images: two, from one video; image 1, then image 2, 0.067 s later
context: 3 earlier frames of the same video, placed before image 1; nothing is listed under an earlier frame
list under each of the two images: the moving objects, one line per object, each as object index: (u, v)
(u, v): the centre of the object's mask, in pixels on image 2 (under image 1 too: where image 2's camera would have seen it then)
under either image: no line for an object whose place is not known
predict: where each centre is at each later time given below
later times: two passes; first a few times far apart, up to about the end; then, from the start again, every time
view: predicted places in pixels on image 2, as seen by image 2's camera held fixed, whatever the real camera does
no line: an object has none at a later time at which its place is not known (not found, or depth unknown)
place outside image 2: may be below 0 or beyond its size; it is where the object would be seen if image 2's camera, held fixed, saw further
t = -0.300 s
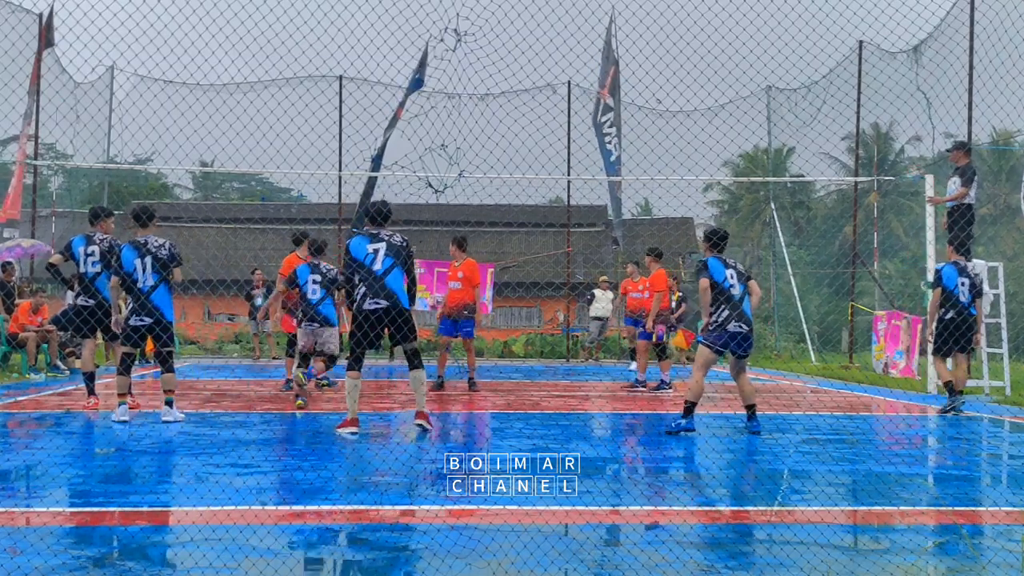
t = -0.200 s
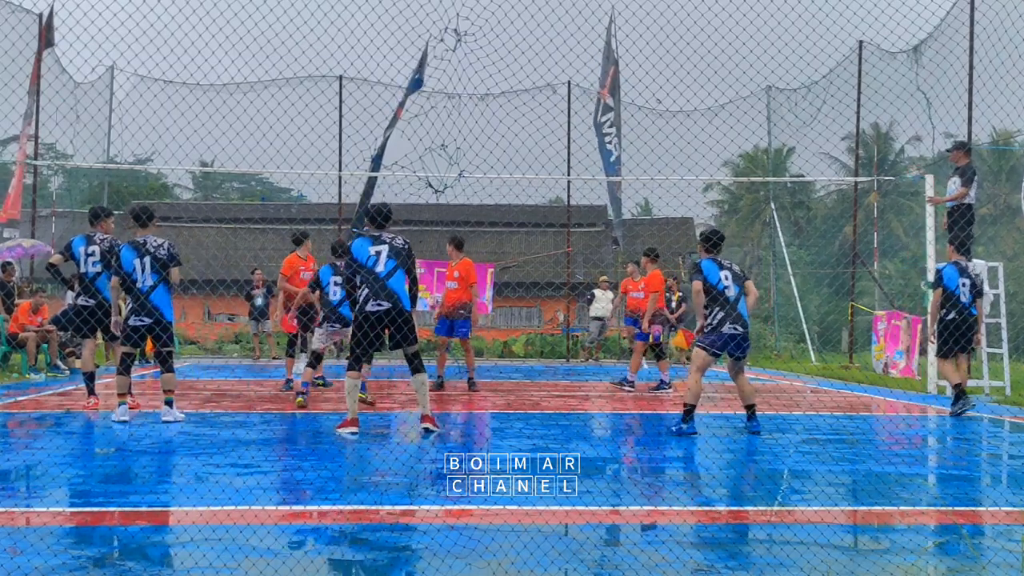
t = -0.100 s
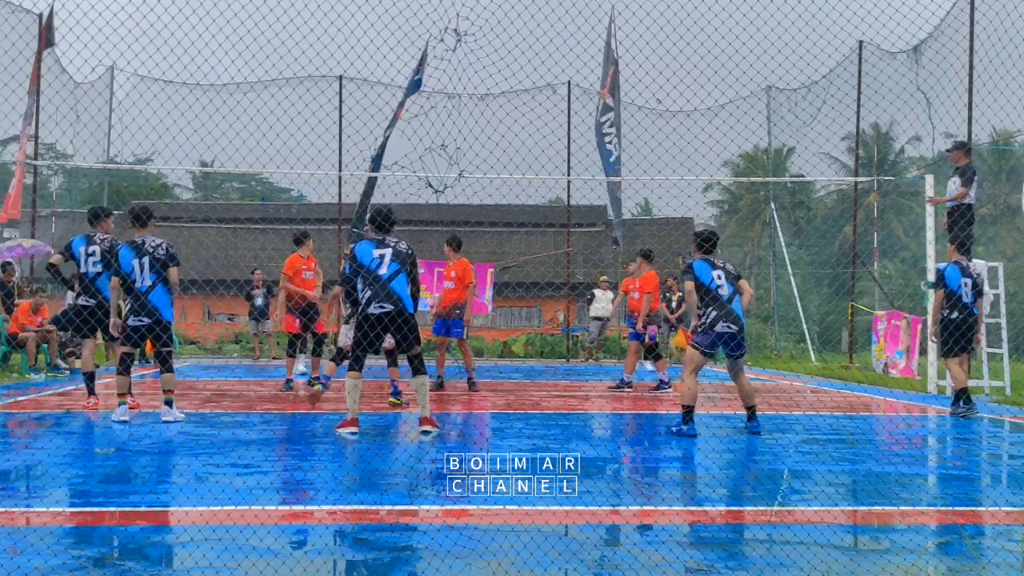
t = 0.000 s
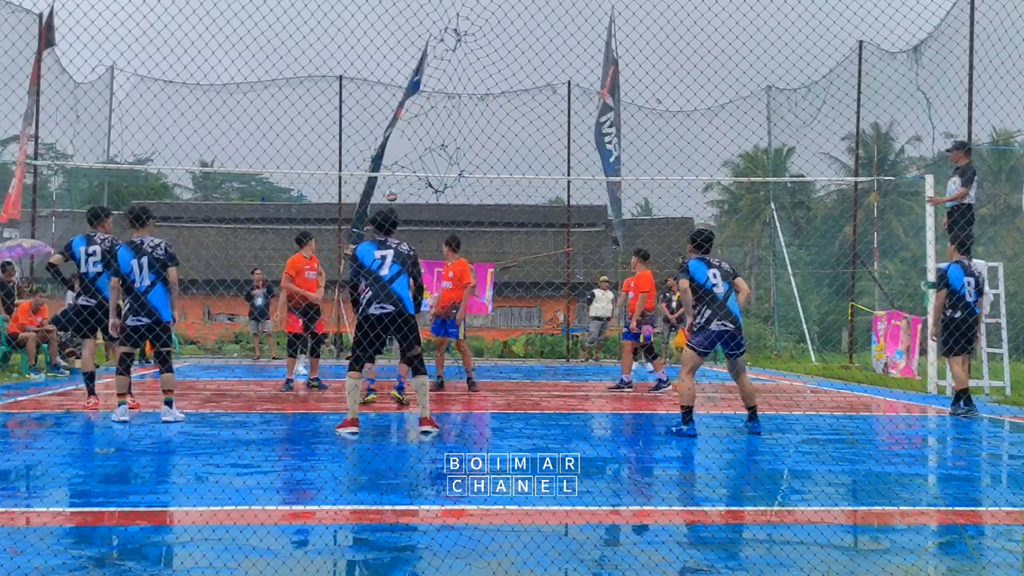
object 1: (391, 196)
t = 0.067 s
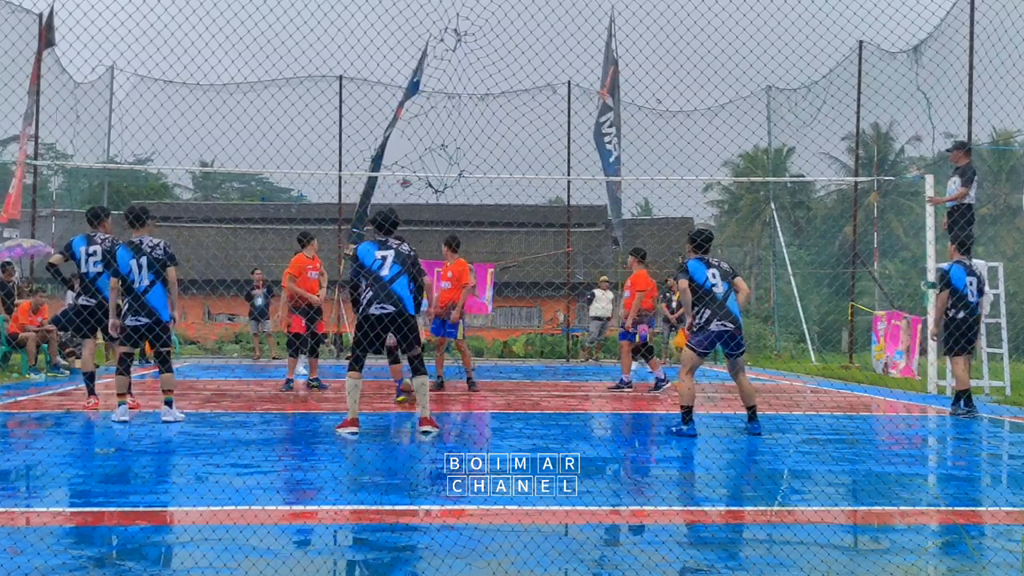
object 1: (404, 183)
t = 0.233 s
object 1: (441, 155)
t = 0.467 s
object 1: (496, 148)
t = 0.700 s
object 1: (566, 189)
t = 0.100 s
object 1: (412, 175)
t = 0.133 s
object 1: (419, 168)
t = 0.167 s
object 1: (427, 163)
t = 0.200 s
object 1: (433, 159)
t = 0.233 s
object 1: (441, 155)
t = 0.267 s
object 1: (450, 152)
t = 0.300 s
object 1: (456, 149)
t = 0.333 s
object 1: (465, 148)
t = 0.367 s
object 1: (473, 146)
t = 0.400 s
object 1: (480, 146)
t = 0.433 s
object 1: (488, 147)
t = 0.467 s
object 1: (496, 148)
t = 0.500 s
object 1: (505, 151)
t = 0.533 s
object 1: (514, 154)
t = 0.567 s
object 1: (523, 159)
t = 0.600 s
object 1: (533, 164)
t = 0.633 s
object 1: (543, 172)
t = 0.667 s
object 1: (554, 179)
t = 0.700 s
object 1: (566, 189)
